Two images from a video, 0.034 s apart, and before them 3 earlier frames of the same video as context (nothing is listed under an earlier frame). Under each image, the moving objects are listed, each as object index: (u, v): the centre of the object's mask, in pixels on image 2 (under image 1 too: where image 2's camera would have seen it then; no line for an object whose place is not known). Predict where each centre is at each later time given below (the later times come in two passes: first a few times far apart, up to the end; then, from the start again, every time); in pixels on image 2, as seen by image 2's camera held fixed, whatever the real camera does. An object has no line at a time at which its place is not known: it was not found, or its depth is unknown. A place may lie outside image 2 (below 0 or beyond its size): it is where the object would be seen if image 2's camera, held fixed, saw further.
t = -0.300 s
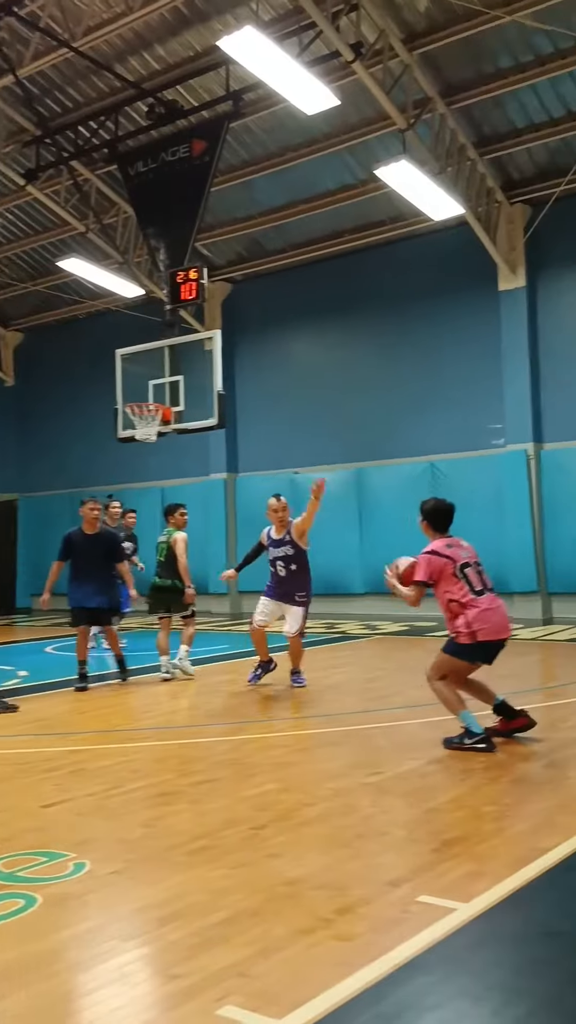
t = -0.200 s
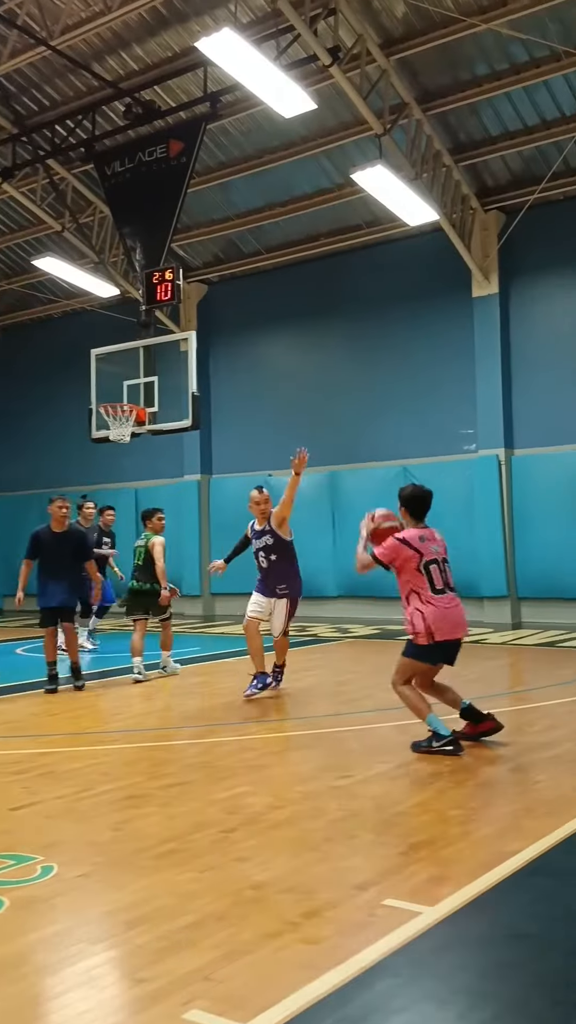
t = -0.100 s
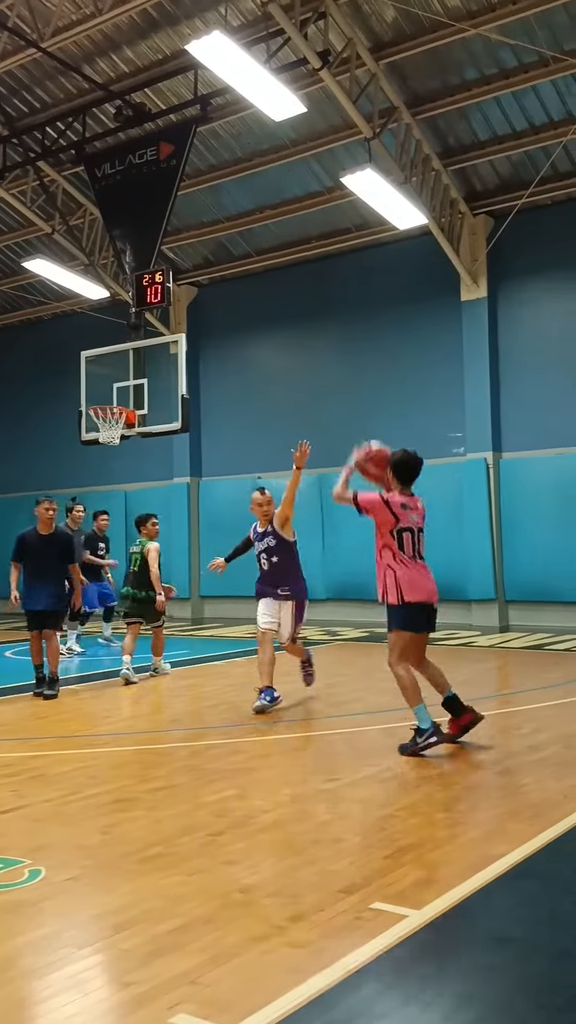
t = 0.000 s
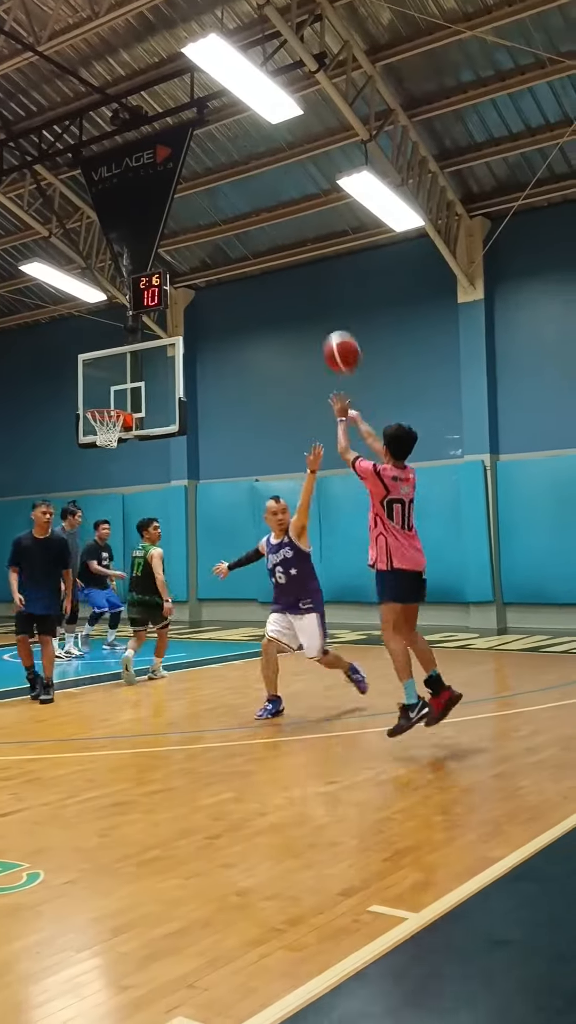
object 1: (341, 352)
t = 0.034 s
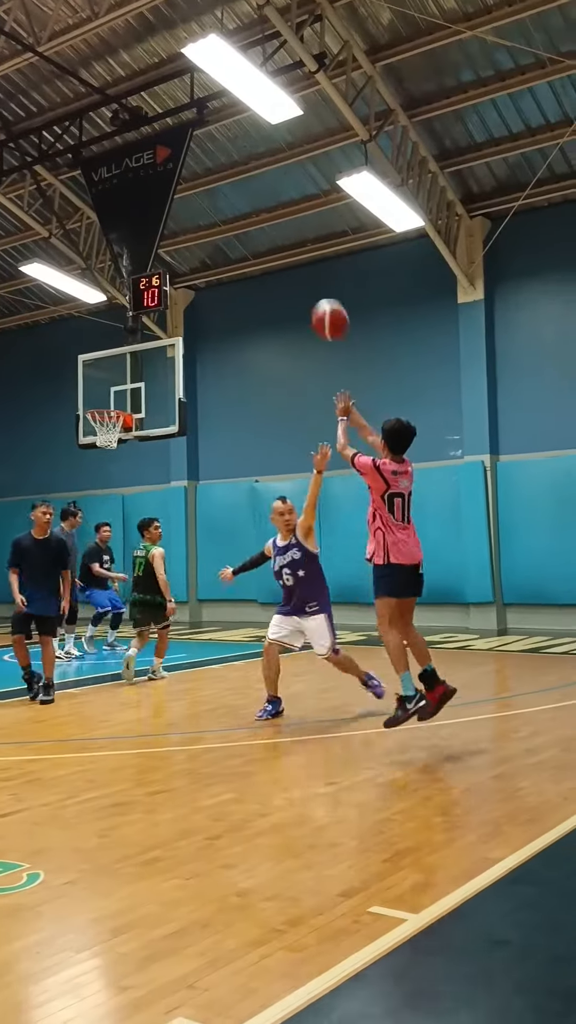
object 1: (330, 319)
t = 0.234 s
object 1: (271, 179)
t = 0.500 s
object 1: (216, 108)
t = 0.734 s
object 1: (181, 117)
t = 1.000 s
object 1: (148, 185)
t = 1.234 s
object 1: (126, 282)
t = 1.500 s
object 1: (110, 396)
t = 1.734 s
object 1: (112, 347)
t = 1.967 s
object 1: (114, 340)
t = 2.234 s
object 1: (98, 346)
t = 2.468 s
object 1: (82, 391)
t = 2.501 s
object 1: (80, 400)
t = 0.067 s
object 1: (318, 289)
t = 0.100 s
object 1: (308, 262)
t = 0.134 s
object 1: (298, 237)
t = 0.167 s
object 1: (288, 214)
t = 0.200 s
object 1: (279, 195)
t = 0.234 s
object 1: (271, 179)
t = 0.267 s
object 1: (263, 164)
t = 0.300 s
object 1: (255, 150)
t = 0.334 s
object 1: (248, 139)
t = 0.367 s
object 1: (241, 130)
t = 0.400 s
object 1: (234, 122)
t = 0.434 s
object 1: (228, 115)
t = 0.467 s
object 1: (222, 111)
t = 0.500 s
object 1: (216, 108)
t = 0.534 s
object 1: (211, 105)
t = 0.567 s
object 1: (205, 105)
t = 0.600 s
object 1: (200, 106)
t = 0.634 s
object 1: (195, 107)
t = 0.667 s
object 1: (190, 110)
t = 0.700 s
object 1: (186, 112)
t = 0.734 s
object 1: (181, 117)
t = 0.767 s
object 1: (176, 123)
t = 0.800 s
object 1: (172, 129)
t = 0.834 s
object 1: (168, 137)
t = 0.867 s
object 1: (163, 145)
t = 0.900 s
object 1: (159, 153)
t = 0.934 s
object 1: (155, 163)
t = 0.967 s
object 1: (152, 173)
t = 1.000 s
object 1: (148, 185)
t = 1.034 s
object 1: (145, 197)
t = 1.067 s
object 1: (141, 210)
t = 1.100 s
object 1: (138, 223)
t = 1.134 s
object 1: (135, 237)
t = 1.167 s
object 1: (132, 251)
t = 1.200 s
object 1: (130, 266)
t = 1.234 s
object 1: (126, 282)
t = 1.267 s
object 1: (124, 297)
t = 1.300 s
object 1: (121, 314)
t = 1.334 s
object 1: (119, 331)
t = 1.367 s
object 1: (117, 347)
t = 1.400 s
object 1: (115, 365)
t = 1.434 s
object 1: (113, 383)
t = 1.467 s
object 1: (111, 403)
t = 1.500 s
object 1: (110, 396)
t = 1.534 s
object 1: (111, 386)
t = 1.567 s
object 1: (111, 377)
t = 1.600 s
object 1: (111, 369)
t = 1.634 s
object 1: (111, 362)
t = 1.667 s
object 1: (112, 356)
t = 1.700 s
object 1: (112, 351)
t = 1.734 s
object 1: (112, 347)
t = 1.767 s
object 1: (112, 343)
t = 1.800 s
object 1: (113, 341)
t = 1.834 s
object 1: (113, 339)
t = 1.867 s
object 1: (114, 339)
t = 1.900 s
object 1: (114, 338)
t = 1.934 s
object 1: (114, 339)
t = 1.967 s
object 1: (114, 340)
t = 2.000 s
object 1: (114, 341)
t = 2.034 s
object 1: (113, 341)
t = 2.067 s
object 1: (110, 340)
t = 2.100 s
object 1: (109, 340)
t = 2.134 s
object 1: (105, 340)
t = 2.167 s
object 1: (103, 341)
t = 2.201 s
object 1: (100, 343)
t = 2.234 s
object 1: (98, 346)
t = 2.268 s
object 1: (96, 350)
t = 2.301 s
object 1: (93, 354)
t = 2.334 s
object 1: (91, 360)
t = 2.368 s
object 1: (88, 368)
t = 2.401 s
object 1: (86, 374)
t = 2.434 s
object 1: (84, 382)
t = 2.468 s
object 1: (82, 391)
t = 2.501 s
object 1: (80, 400)
